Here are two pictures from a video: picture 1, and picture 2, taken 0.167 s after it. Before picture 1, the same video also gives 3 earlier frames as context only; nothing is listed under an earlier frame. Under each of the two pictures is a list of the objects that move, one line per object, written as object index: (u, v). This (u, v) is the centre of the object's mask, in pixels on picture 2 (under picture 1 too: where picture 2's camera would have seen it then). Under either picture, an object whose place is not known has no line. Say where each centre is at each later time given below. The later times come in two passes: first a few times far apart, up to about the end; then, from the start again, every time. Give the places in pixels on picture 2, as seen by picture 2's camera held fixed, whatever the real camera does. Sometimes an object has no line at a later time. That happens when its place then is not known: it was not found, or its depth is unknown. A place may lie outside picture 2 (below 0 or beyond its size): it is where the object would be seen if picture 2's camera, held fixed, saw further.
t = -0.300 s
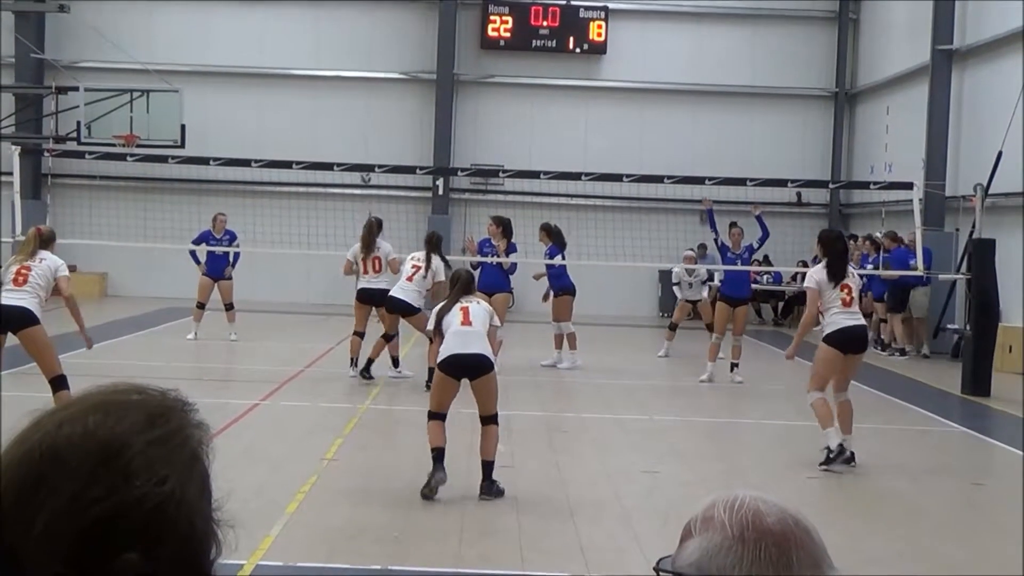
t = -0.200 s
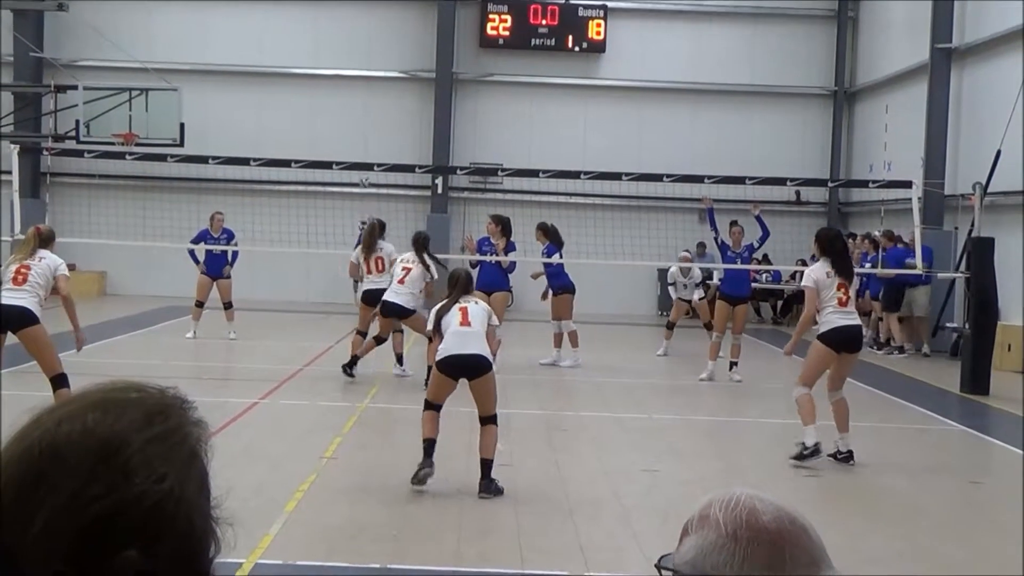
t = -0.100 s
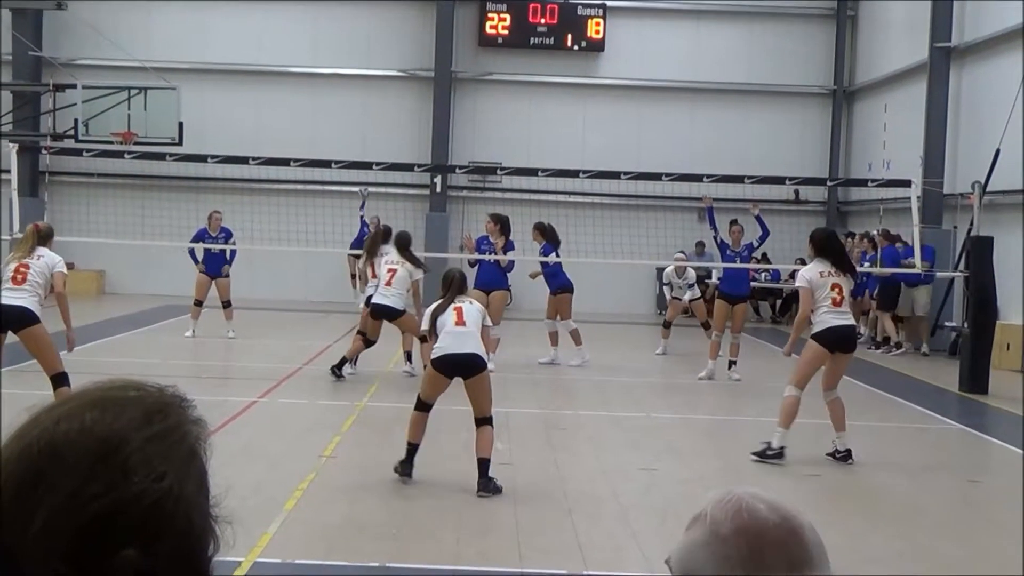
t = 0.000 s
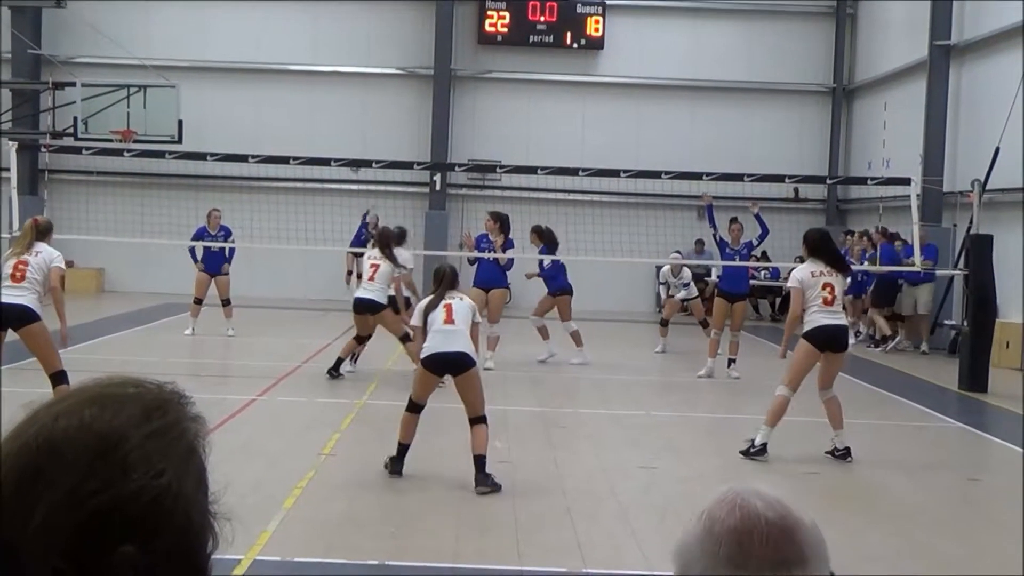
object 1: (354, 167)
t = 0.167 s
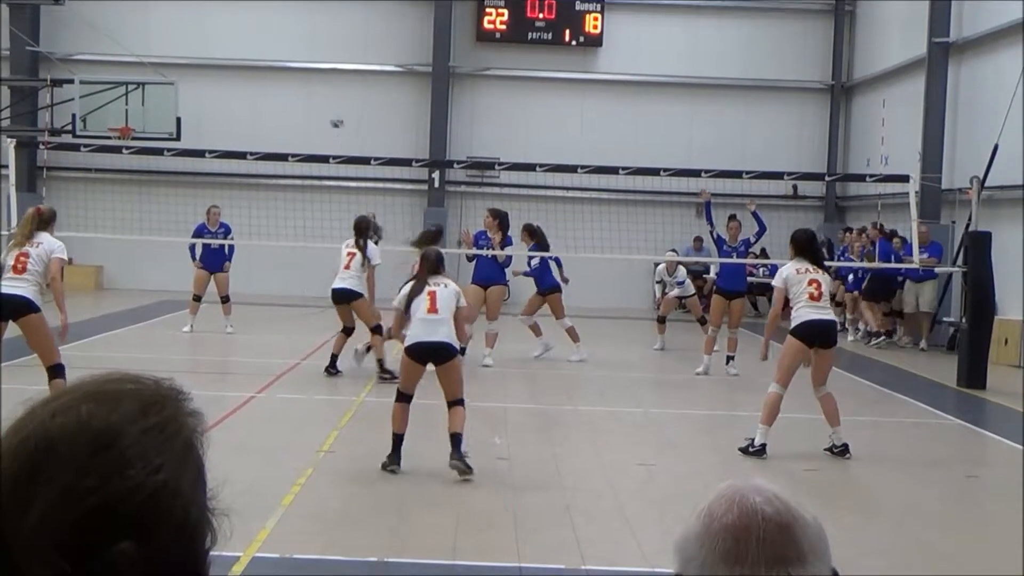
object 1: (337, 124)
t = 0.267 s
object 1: (323, 101)
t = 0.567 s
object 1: (269, 68)
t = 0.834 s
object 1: (207, 99)
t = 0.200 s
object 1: (333, 114)
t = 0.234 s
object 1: (328, 107)
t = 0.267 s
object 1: (323, 101)
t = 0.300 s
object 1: (318, 95)
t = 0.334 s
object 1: (312, 88)
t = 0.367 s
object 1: (308, 82)
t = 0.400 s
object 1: (302, 78)
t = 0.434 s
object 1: (295, 75)
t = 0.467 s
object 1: (289, 72)
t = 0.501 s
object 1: (283, 70)
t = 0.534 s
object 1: (277, 69)
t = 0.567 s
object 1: (269, 68)
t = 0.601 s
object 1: (262, 68)
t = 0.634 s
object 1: (255, 71)
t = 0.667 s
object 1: (248, 72)
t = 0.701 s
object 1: (239, 76)
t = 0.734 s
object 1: (231, 79)
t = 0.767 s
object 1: (224, 84)
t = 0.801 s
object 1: (215, 91)
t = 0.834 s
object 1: (207, 99)
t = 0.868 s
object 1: (199, 110)
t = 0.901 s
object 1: (190, 121)
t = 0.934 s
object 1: (181, 131)
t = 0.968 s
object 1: (169, 151)
